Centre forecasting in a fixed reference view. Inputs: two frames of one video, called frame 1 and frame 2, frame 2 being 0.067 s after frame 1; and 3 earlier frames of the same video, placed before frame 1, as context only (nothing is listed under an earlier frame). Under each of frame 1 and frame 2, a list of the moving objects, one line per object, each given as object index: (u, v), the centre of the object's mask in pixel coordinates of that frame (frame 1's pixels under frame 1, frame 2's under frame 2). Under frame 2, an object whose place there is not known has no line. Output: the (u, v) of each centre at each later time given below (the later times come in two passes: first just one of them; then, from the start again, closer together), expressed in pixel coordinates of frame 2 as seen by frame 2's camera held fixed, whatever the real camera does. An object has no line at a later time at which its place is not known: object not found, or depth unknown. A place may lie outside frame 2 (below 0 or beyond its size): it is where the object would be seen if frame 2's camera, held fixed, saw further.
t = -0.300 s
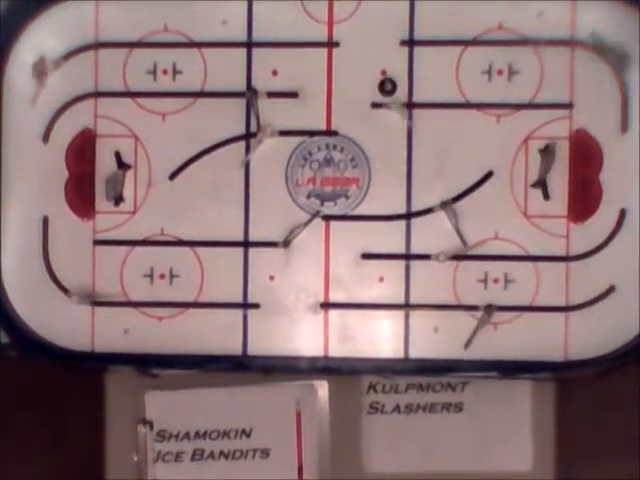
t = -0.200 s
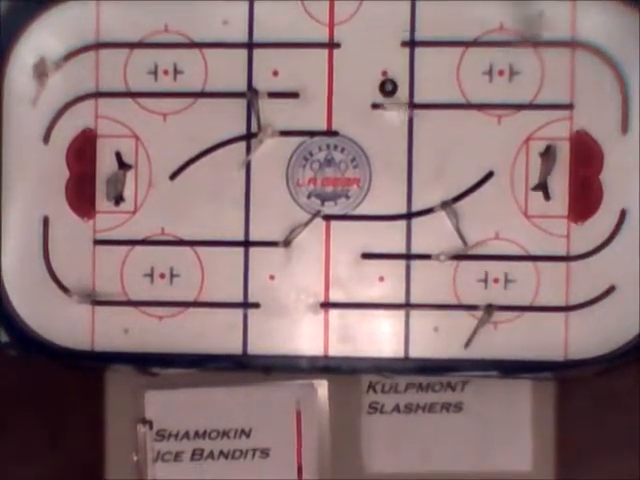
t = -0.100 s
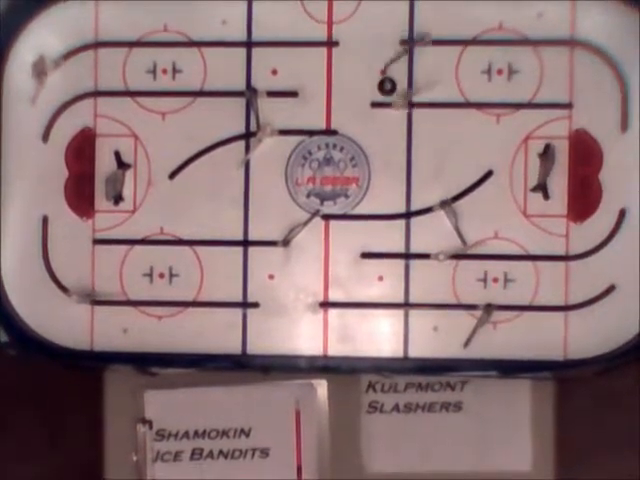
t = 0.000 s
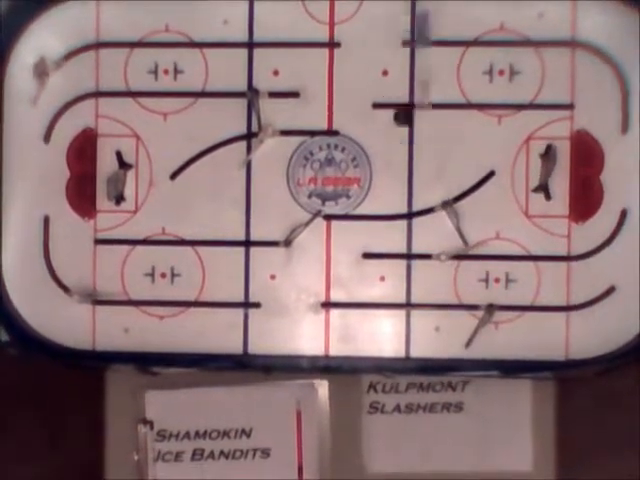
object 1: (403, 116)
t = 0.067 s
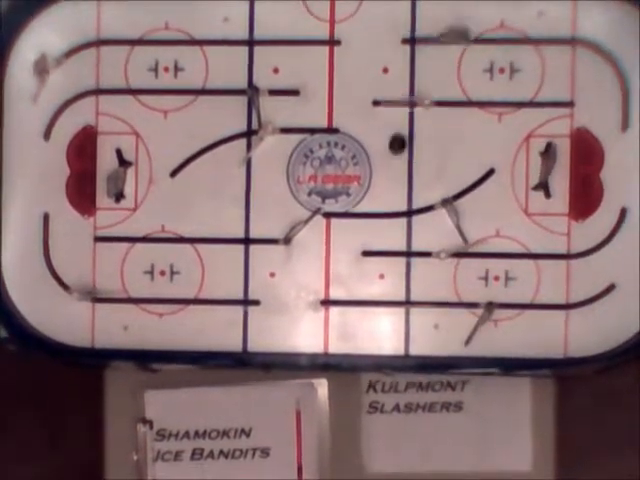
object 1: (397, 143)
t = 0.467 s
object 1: (392, 207)
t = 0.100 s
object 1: (395, 155)
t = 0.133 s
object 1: (395, 165)
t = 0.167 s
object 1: (394, 174)
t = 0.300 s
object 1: (393, 202)
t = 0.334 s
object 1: (392, 205)
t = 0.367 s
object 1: (392, 206)
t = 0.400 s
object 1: (392, 206)
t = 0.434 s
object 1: (392, 207)
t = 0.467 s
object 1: (392, 207)
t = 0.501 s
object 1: (392, 207)
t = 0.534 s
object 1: (392, 207)
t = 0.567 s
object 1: (392, 207)
